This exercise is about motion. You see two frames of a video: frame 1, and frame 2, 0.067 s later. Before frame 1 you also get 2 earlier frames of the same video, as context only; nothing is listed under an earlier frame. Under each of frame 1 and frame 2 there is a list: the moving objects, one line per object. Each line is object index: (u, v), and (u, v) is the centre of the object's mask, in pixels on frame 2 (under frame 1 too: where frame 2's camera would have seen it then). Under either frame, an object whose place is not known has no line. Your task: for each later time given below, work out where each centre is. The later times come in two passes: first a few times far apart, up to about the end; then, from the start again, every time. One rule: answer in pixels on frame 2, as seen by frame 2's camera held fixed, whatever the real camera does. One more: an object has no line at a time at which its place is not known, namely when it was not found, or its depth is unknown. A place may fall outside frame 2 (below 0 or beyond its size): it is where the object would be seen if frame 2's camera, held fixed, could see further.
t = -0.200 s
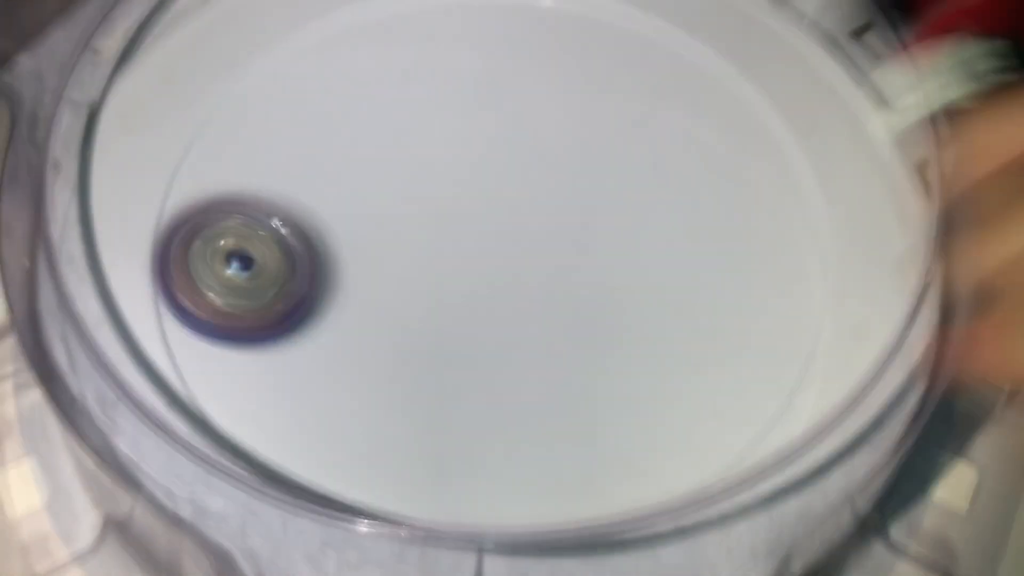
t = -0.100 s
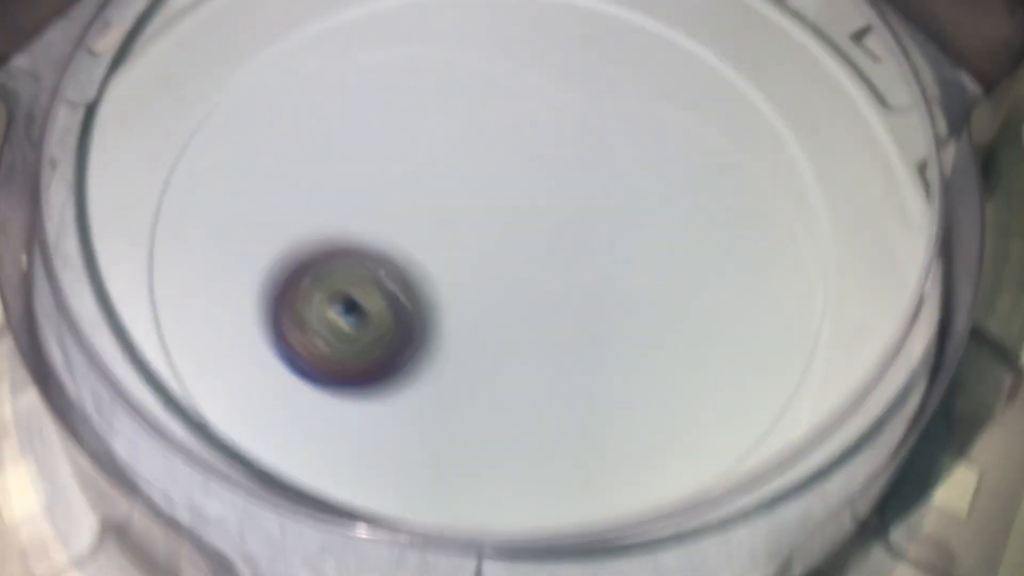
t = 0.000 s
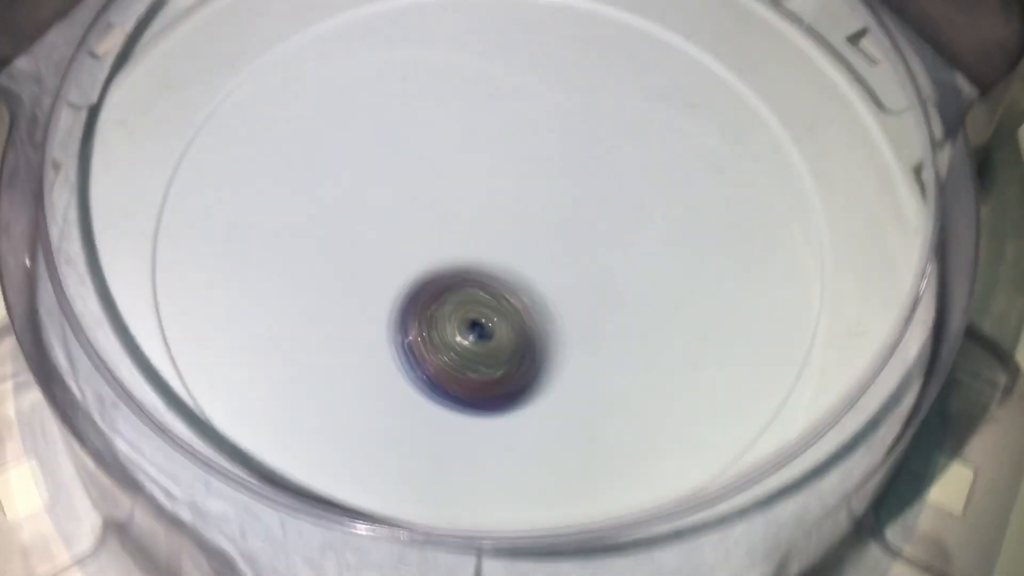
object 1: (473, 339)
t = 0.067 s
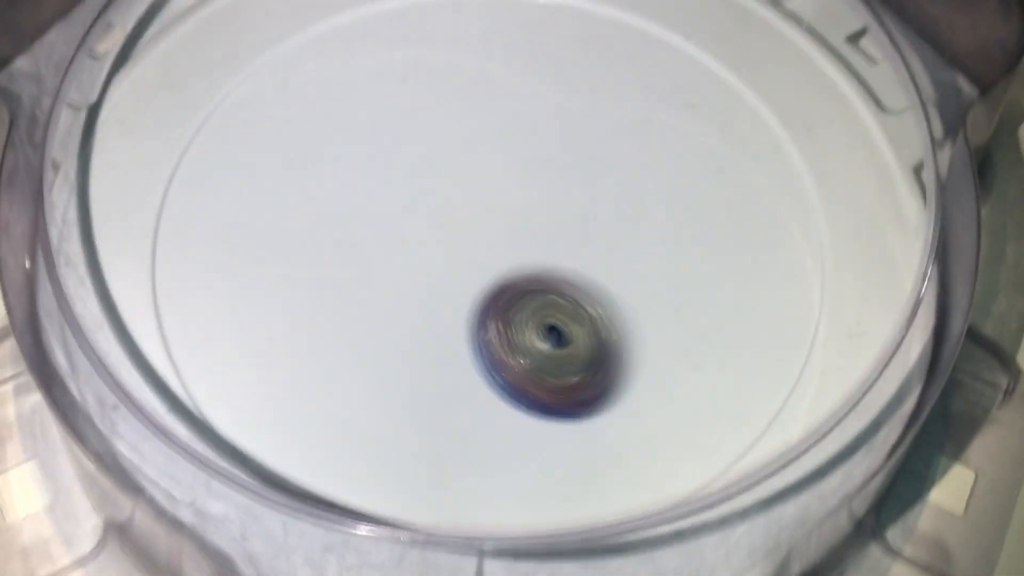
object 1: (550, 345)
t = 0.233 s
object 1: (666, 338)
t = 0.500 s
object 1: (570, 343)
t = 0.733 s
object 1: (414, 357)
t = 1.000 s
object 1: (402, 423)
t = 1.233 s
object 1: (382, 367)
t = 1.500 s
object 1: (663, 230)
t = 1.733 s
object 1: (813, 273)
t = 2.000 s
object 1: (622, 420)
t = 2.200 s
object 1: (408, 216)
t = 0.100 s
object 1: (581, 344)
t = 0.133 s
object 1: (610, 342)
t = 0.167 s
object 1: (636, 344)
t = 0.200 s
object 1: (655, 340)
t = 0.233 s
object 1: (666, 338)
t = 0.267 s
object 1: (673, 334)
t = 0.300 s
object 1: (672, 336)
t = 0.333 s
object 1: (665, 334)
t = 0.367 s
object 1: (657, 333)
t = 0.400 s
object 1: (642, 332)
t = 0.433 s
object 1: (621, 336)
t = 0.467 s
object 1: (596, 339)
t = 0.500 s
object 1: (570, 343)
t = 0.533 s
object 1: (544, 344)
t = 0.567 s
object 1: (518, 346)
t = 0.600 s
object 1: (492, 348)
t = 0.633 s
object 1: (468, 349)
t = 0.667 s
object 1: (445, 353)
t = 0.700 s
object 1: (428, 354)
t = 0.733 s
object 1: (414, 357)
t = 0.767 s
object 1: (404, 363)
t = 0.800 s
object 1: (396, 368)
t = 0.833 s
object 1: (390, 377)
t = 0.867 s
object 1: (391, 384)
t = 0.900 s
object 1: (394, 394)
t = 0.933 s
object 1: (399, 405)
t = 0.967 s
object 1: (402, 415)
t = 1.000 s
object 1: (402, 423)
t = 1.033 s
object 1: (400, 431)
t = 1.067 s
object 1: (395, 437)
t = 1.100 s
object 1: (385, 438)
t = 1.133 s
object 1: (372, 433)
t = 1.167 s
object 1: (364, 416)
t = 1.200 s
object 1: (367, 393)
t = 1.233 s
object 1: (382, 367)
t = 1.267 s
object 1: (409, 341)
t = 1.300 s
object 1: (441, 318)
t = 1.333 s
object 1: (477, 295)
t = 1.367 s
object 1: (515, 277)
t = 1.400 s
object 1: (553, 260)
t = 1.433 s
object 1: (591, 246)
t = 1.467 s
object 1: (629, 234)
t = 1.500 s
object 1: (663, 230)
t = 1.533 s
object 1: (698, 225)
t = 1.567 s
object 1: (729, 226)
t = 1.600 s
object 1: (757, 227)
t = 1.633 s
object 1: (778, 236)
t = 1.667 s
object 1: (796, 247)
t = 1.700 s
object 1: (809, 259)
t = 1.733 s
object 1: (813, 273)
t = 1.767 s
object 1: (810, 293)
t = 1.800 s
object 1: (803, 312)
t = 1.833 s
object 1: (792, 335)
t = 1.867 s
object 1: (777, 355)
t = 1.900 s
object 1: (755, 381)
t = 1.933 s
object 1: (723, 405)
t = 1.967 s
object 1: (677, 421)
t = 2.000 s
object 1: (622, 420)
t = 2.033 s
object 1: (569, 406)
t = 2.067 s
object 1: (518, 381)
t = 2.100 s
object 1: (477, 344)
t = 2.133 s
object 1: (442, 304)
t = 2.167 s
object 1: (421, 259)
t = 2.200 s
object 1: (408, 216)
